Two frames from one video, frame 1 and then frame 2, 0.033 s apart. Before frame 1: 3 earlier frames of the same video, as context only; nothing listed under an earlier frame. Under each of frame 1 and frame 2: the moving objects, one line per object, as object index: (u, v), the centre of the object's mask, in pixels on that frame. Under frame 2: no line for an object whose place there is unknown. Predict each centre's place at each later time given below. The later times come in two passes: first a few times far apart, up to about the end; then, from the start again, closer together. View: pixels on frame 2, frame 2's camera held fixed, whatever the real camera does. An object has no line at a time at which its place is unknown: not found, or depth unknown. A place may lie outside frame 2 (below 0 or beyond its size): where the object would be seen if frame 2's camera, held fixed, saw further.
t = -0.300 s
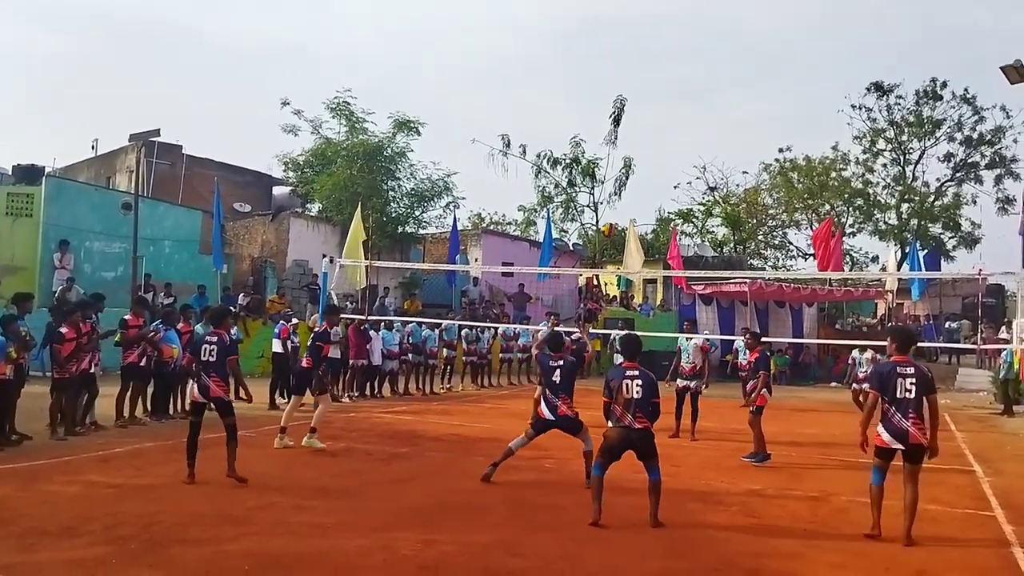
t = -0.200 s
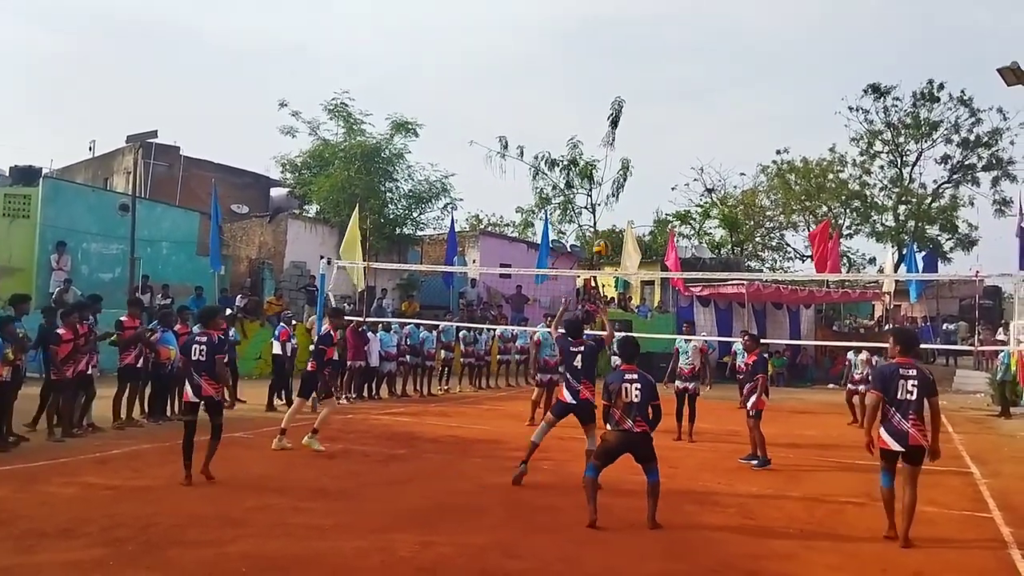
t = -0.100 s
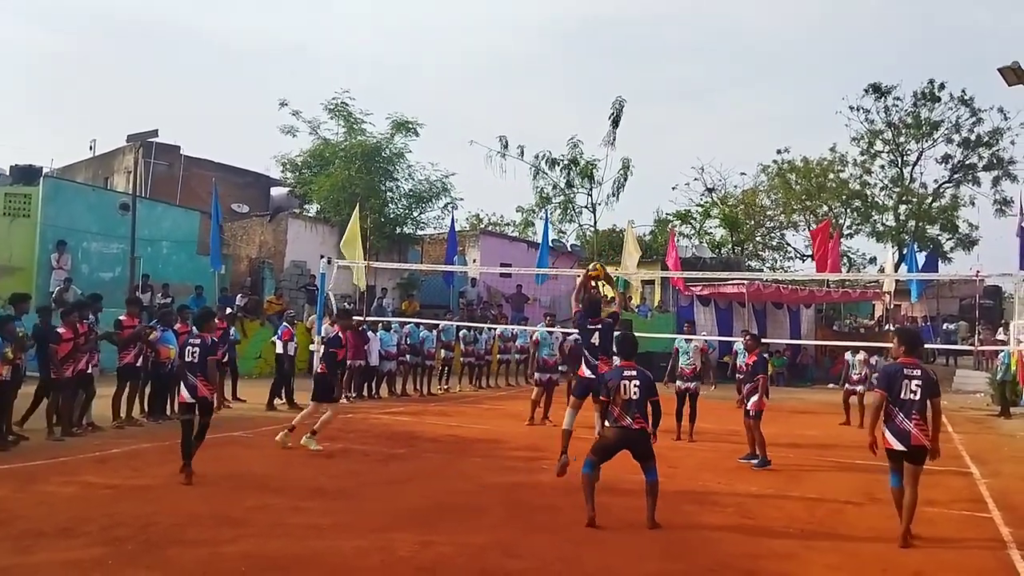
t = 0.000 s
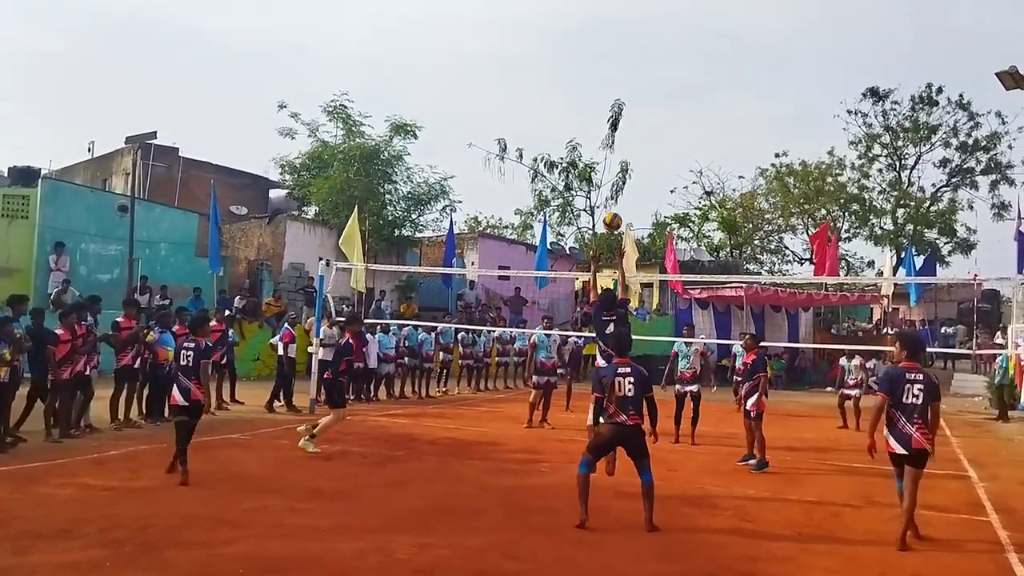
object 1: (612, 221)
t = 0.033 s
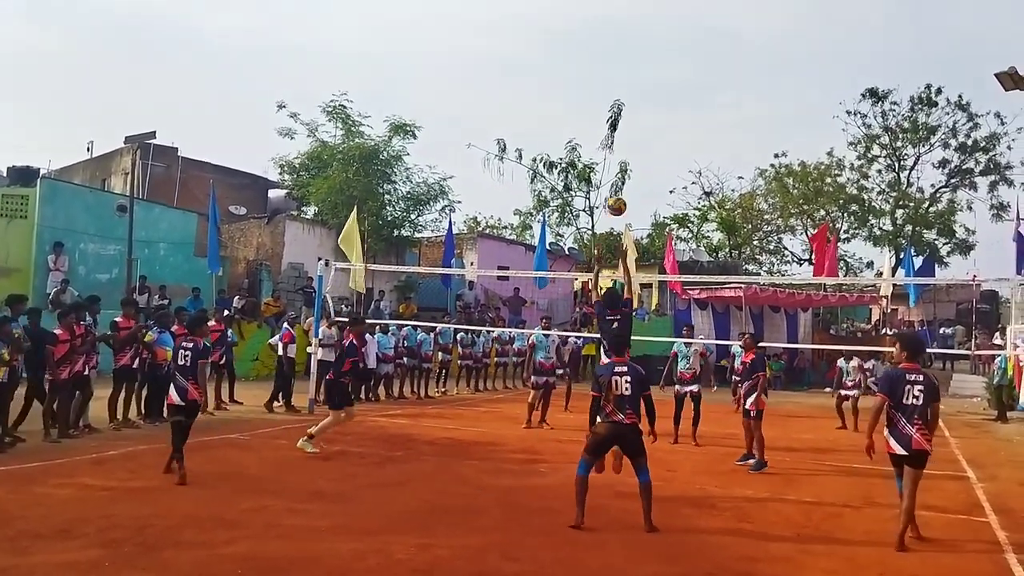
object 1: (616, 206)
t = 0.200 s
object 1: (642, 145)
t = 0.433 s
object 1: (673, 105)
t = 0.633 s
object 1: (695, 109)
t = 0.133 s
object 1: (632, 166)
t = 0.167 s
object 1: (637, 155)
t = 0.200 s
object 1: (642, 145)
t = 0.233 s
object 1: (647, 136)
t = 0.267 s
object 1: (651, 129)
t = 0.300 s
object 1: (655, 122)
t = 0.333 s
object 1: (659, 116)
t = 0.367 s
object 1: (664, 111)
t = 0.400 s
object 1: (669, 108)
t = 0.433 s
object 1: (673, 105)
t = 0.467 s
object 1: (677, 103)
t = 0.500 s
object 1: (680, 103)
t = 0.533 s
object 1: (684, 103)
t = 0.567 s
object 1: (688, 104)
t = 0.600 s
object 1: (692, 106)
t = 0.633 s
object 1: (695, 109)
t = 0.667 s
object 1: (699, 112)
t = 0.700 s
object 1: (702, 117)
